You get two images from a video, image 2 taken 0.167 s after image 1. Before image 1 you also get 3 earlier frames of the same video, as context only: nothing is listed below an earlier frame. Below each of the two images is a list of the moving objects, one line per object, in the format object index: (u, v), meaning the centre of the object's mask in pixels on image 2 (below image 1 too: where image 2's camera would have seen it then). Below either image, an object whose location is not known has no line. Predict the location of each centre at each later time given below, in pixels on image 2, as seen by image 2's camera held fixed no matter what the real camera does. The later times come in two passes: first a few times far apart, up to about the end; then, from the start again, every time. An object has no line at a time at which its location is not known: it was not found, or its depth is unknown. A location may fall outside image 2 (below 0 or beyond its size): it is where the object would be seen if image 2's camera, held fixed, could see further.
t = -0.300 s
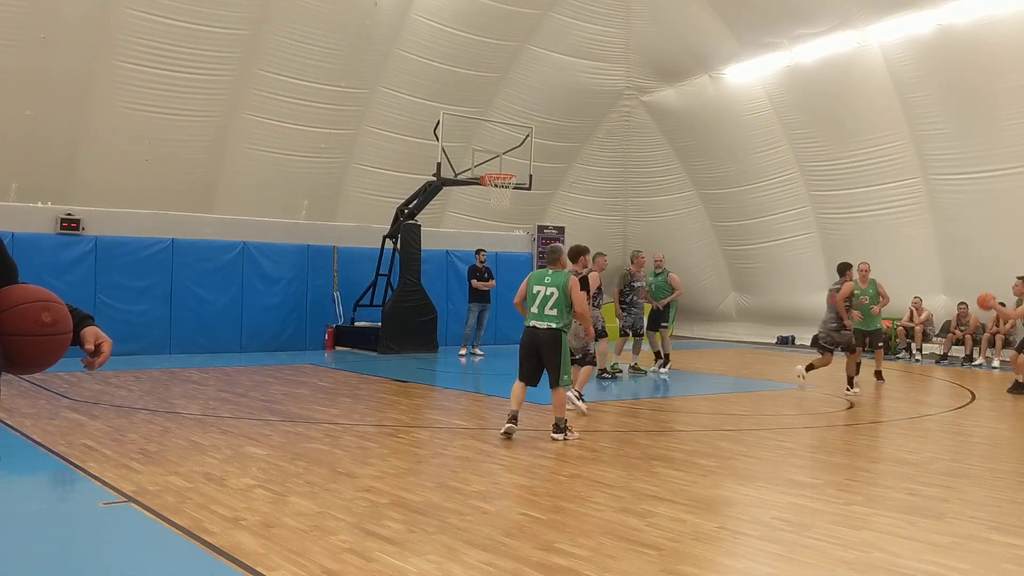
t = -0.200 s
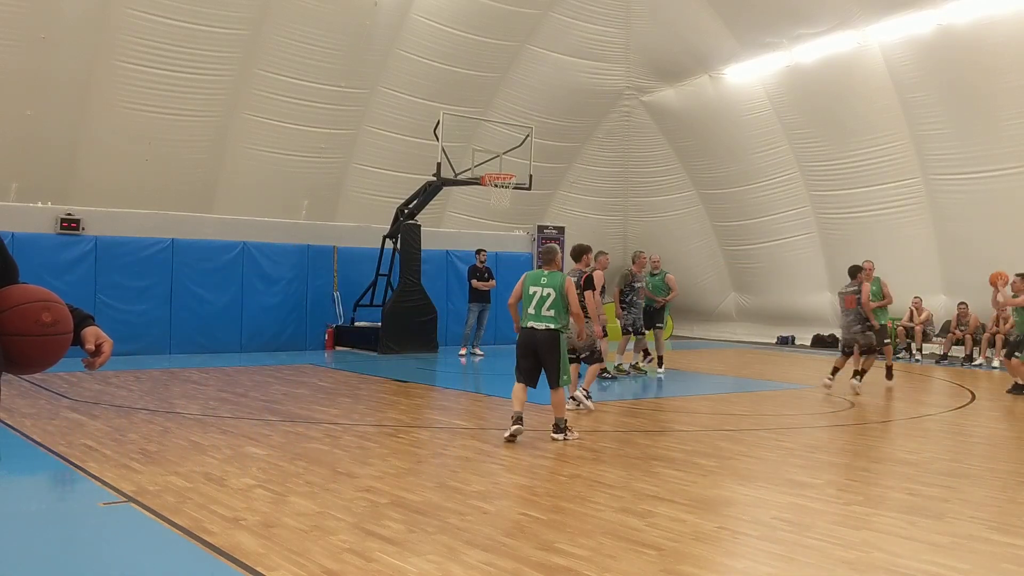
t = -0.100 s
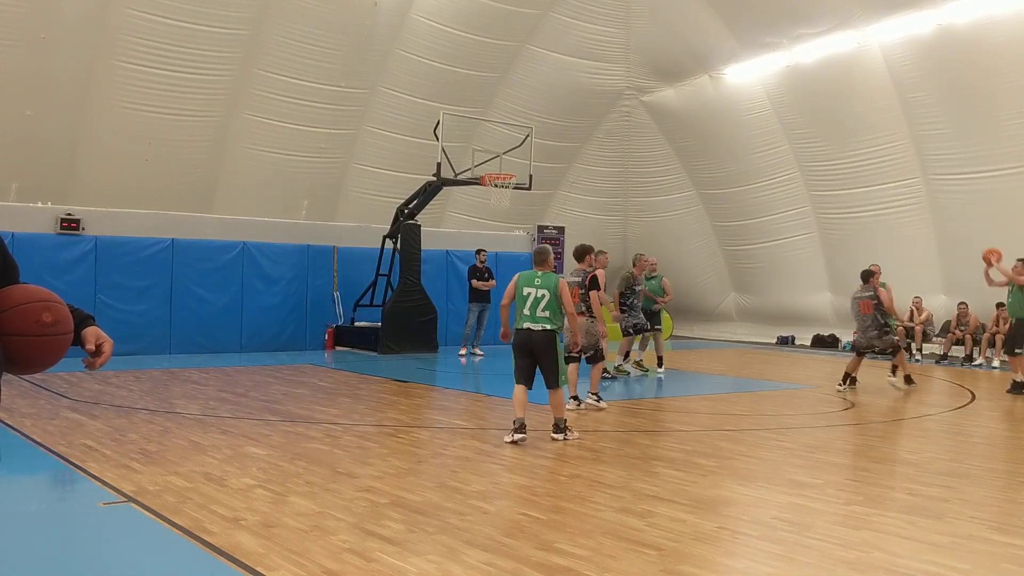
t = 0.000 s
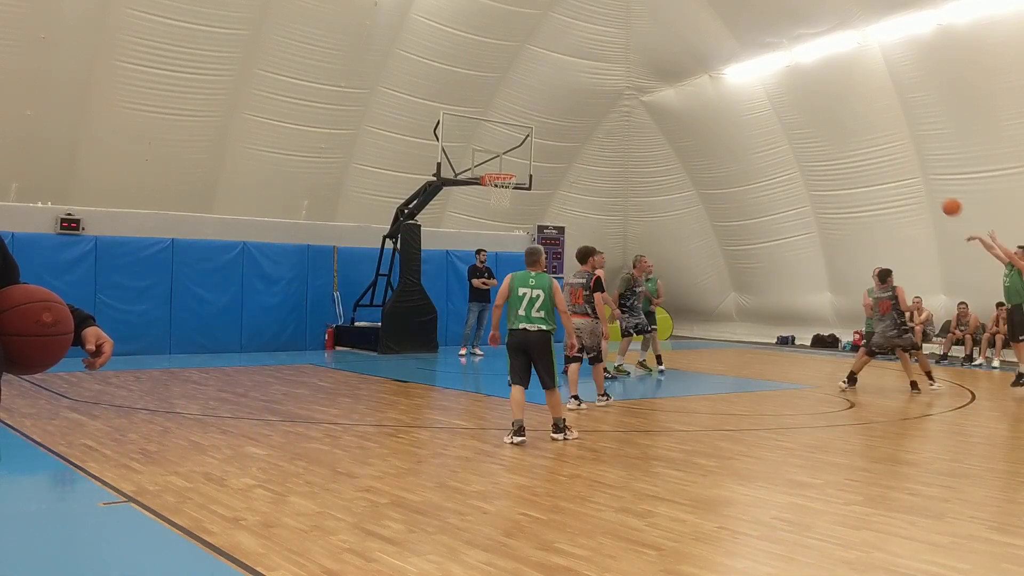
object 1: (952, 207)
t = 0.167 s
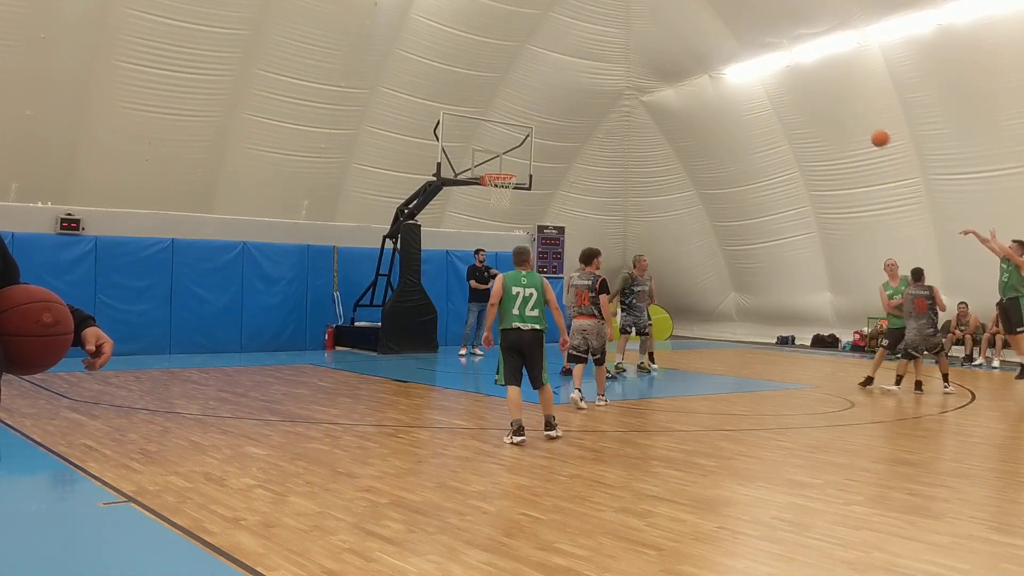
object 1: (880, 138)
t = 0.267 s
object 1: (839, 108)
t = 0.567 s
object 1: (721, 63)
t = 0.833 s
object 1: (624, 75)
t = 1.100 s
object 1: (534, 130)
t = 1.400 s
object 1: (539, 139)
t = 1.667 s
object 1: (620, 120)
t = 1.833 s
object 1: (672, 133)
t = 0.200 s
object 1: (866, 127)
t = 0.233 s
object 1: (852, 117)
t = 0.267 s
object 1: (839, 108)
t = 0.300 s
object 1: (826, 100)
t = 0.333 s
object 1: (812, 93)
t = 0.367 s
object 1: (799, 86)
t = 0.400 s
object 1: (785, 80)
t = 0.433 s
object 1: (773, 75)
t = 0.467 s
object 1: (760, 71)
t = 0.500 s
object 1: (747, 67)
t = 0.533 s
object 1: (733, 64)
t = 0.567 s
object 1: (721, 63)
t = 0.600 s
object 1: (708, 62)
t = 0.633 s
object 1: (696, 62)
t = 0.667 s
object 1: (684, 62)
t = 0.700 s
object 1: (672, 63)
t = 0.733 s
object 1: (659, 65)
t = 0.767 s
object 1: (648, 67)
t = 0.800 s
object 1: (636, 71)
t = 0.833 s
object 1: (624, 75)
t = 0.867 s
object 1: (612, 79)
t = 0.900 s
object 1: (601, 85)
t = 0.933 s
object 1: (589, 91)
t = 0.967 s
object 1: (578, 97)
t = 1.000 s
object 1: (566, 105)
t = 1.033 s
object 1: (555, 112)
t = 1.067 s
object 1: (544, 121)
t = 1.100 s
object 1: (534, 130)
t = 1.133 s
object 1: (522, 140)
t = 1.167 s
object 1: (512, 150)
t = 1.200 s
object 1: (501, 161)
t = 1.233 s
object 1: (492, 168)
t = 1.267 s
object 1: (501, 163)
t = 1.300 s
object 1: (510, 156)
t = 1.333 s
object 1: (520, 150)
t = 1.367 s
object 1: (529, 144)
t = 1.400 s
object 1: (539, 139)
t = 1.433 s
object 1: (549, 134)
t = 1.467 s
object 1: (559, 130)
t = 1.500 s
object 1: (568, 127)
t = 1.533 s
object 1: (579, 124)
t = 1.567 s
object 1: (589, 122)
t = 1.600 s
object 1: (598, 121)
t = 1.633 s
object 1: (609, 120)
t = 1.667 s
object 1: (620, 120)
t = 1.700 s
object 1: (630, 121)
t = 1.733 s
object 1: (640, 123)
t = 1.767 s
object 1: (651, 126)
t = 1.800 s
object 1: (662, 129)
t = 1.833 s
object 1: (672, 133)
